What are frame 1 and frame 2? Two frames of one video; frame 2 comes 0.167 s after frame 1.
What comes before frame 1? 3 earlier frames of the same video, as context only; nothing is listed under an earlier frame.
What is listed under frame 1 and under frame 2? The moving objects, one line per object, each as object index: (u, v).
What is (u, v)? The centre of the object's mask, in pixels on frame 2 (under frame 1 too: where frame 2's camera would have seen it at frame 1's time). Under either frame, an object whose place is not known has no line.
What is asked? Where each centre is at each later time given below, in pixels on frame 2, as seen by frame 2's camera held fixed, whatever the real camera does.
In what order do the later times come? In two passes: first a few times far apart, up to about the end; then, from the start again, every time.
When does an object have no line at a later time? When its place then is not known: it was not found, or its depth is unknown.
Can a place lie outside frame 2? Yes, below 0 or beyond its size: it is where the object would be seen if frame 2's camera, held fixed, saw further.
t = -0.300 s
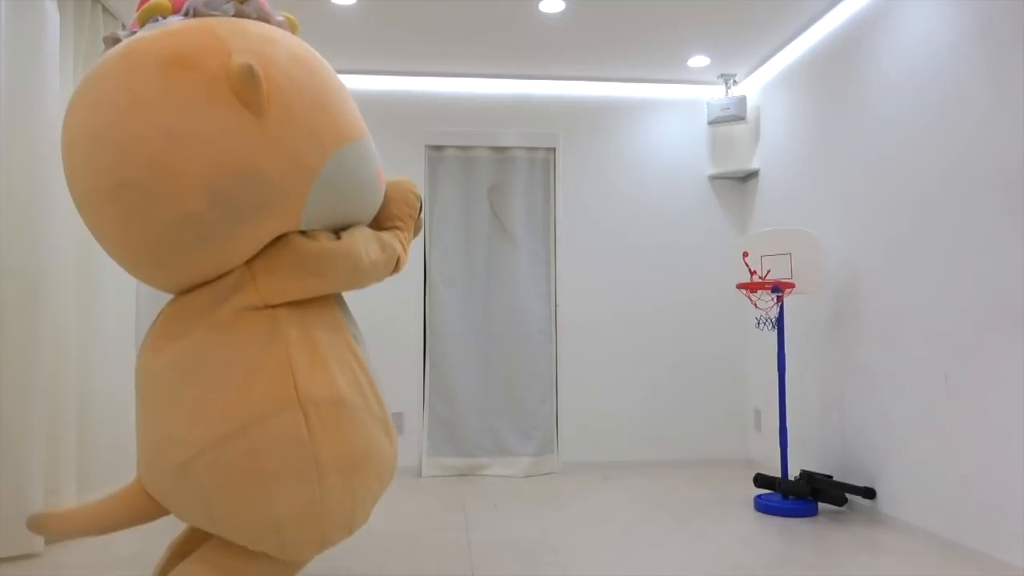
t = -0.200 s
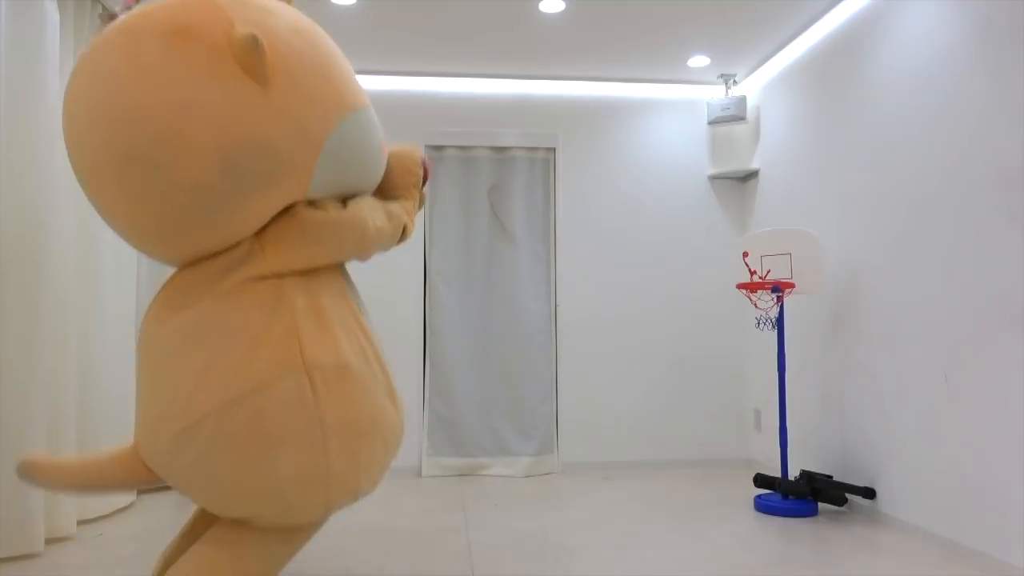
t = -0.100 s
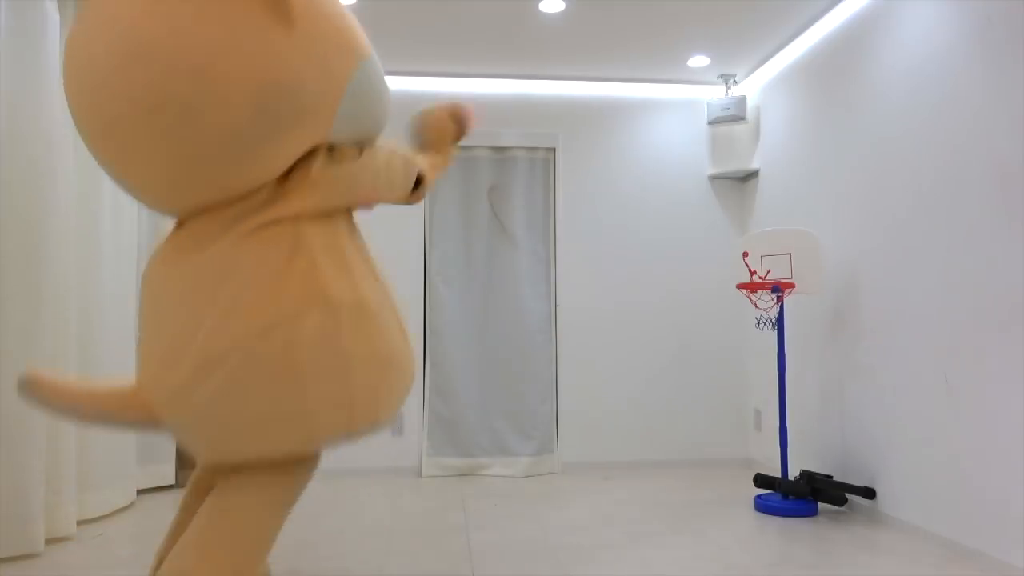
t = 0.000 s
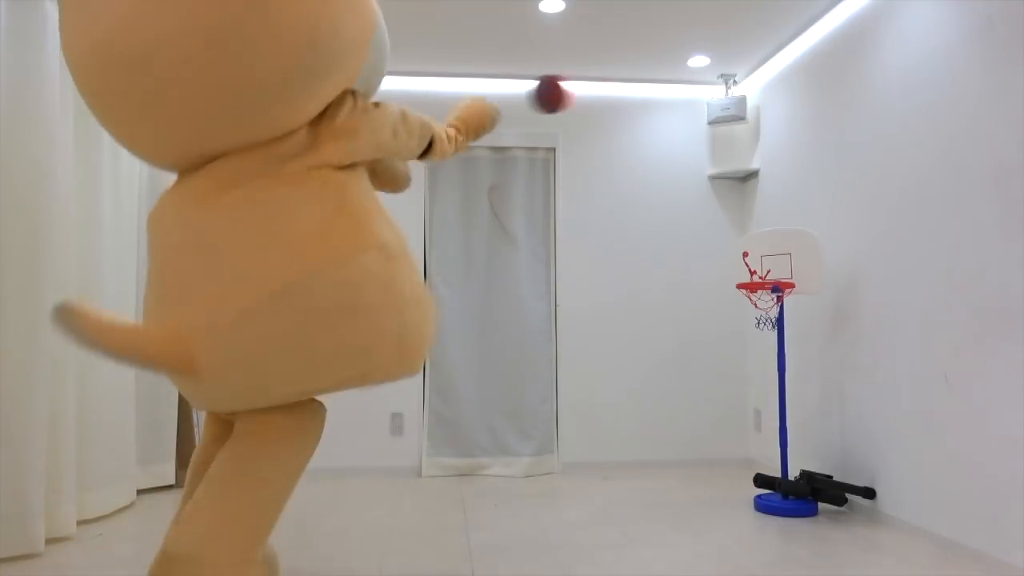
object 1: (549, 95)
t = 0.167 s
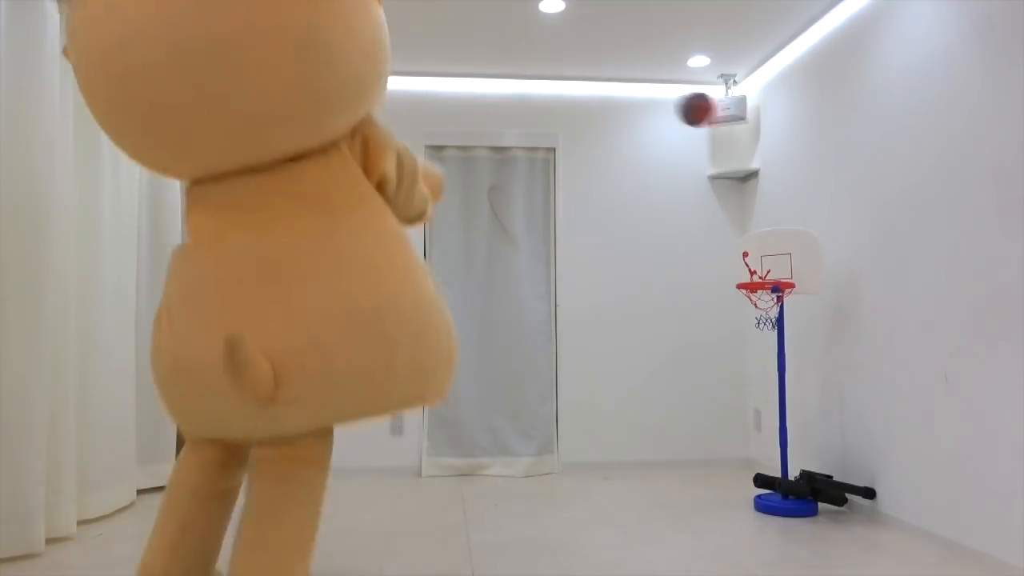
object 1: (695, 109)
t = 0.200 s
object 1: (723, 120)
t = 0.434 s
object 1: (832, 238)
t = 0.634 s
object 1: (840, 289)
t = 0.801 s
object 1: (850, 434)
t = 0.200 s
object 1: (723, 120)
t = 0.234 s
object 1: (748, 134)
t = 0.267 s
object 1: (771, 149)
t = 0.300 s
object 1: (795, 167)
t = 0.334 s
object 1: (818, 187)
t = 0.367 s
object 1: (839, 208)
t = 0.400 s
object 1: (845, 228)
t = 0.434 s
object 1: (832, 238)
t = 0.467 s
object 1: (833, 240)
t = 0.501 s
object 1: (834, 244)
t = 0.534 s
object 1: (835, 250)
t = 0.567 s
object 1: (837, 259)
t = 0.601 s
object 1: (838, 273)
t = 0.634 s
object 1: (840, 289)
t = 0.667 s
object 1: (841, 309)
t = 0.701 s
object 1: (843, 334)
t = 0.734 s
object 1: (846, 363)
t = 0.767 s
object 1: (848, 397)
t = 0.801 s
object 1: (850, 434)
